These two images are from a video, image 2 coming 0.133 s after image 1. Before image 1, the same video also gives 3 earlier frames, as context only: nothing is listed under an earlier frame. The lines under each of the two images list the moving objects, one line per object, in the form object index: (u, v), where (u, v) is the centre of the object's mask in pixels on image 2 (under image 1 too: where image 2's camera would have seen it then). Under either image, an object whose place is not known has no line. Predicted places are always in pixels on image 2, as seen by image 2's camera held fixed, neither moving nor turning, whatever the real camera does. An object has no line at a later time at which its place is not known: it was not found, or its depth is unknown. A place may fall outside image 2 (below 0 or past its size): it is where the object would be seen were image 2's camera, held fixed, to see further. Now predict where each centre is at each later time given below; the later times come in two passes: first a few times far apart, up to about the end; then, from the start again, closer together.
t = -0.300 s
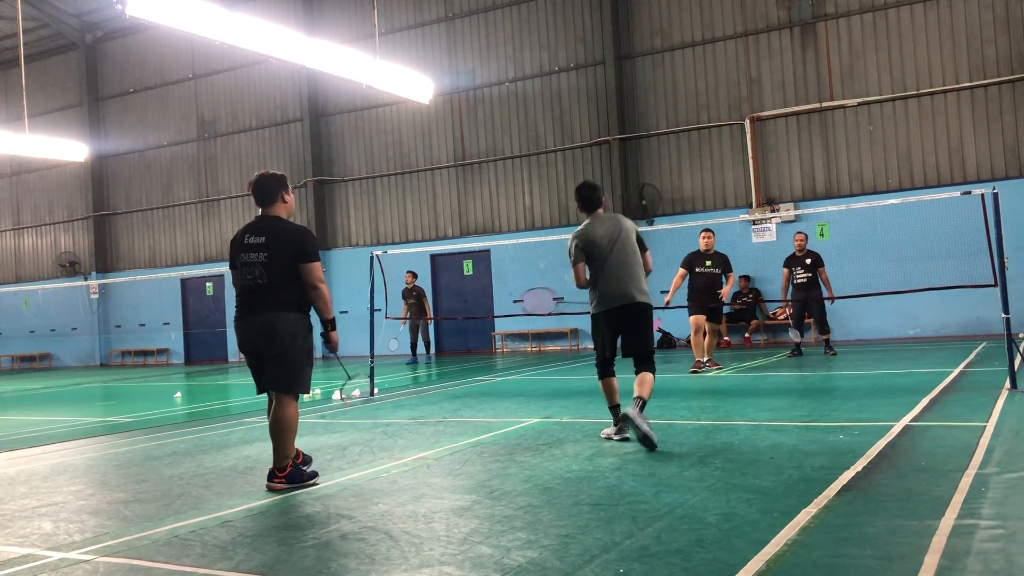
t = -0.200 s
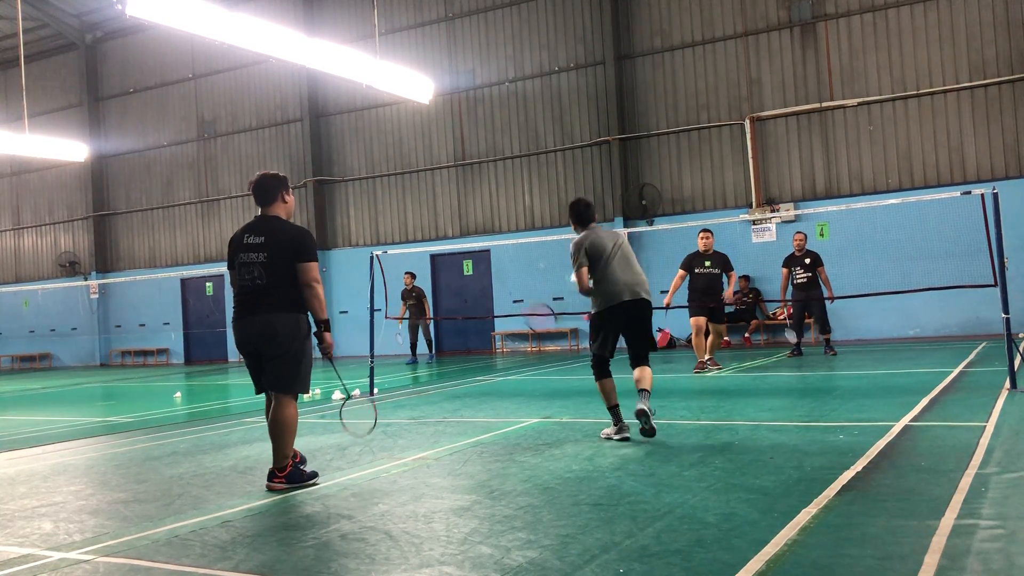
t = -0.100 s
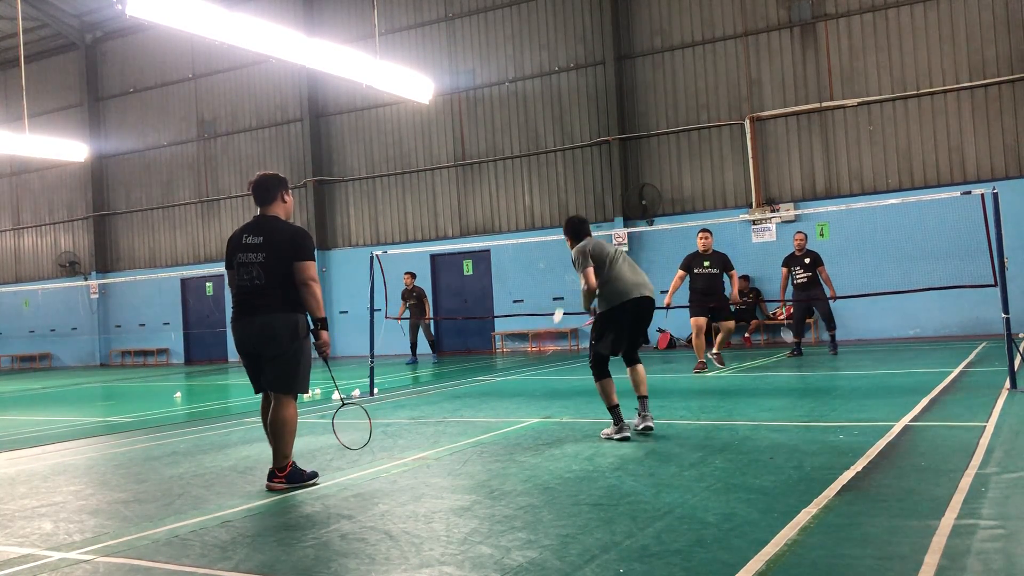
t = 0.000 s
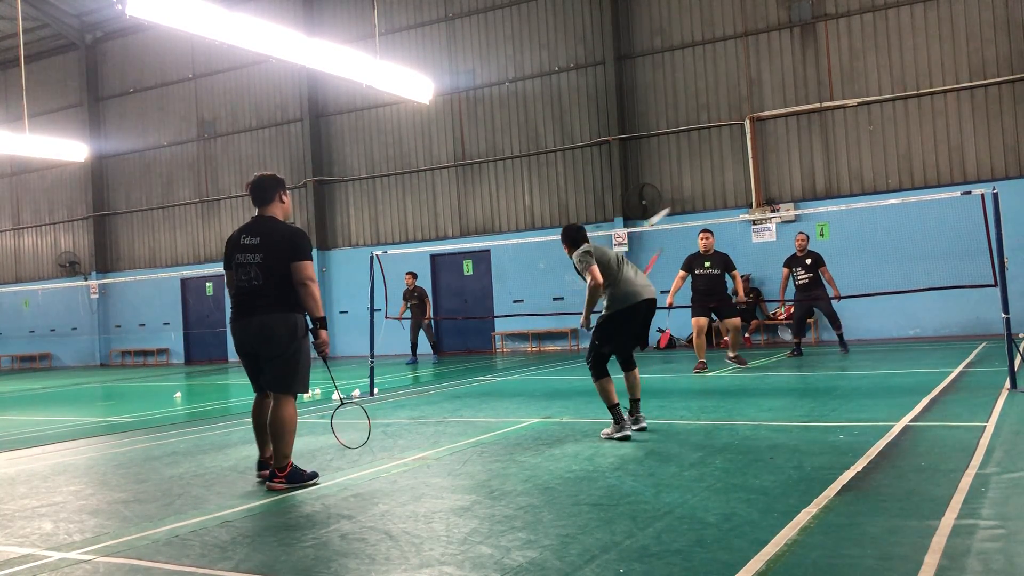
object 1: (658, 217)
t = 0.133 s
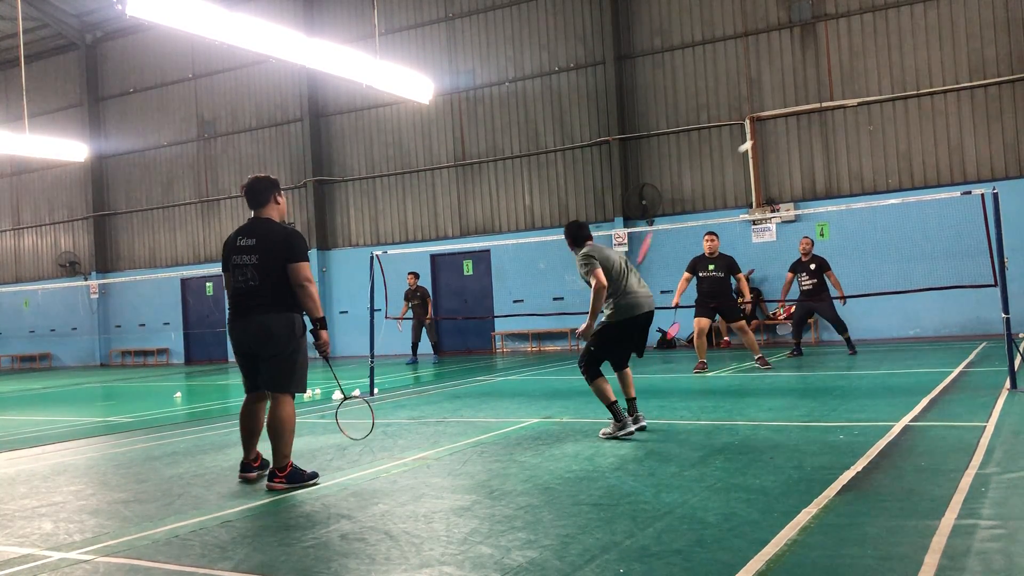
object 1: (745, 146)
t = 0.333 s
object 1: (817, 112)
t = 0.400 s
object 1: (834, 111)
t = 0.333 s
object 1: (817, 112)
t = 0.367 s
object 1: (826, 111)
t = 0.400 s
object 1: (834, 111)
